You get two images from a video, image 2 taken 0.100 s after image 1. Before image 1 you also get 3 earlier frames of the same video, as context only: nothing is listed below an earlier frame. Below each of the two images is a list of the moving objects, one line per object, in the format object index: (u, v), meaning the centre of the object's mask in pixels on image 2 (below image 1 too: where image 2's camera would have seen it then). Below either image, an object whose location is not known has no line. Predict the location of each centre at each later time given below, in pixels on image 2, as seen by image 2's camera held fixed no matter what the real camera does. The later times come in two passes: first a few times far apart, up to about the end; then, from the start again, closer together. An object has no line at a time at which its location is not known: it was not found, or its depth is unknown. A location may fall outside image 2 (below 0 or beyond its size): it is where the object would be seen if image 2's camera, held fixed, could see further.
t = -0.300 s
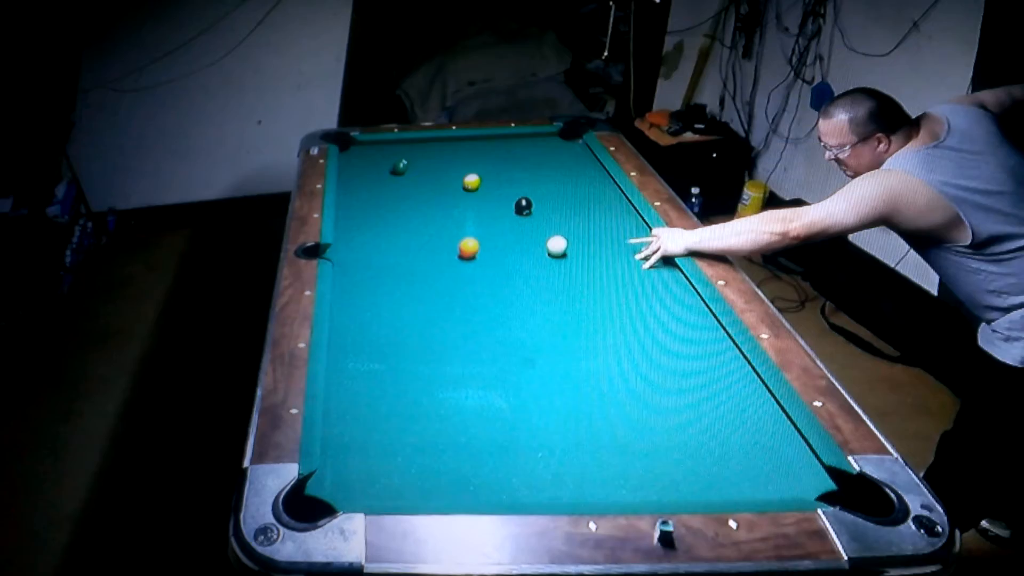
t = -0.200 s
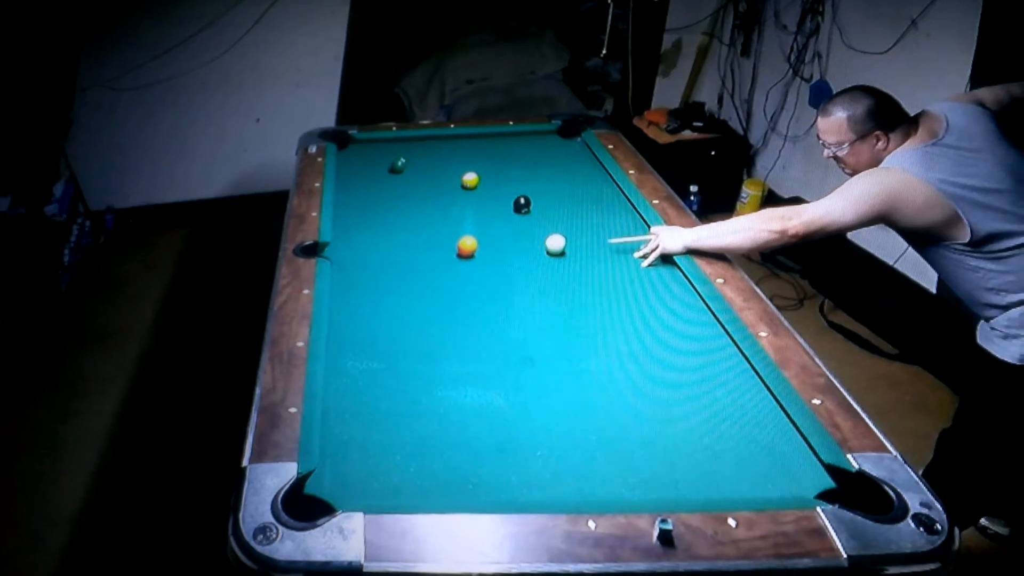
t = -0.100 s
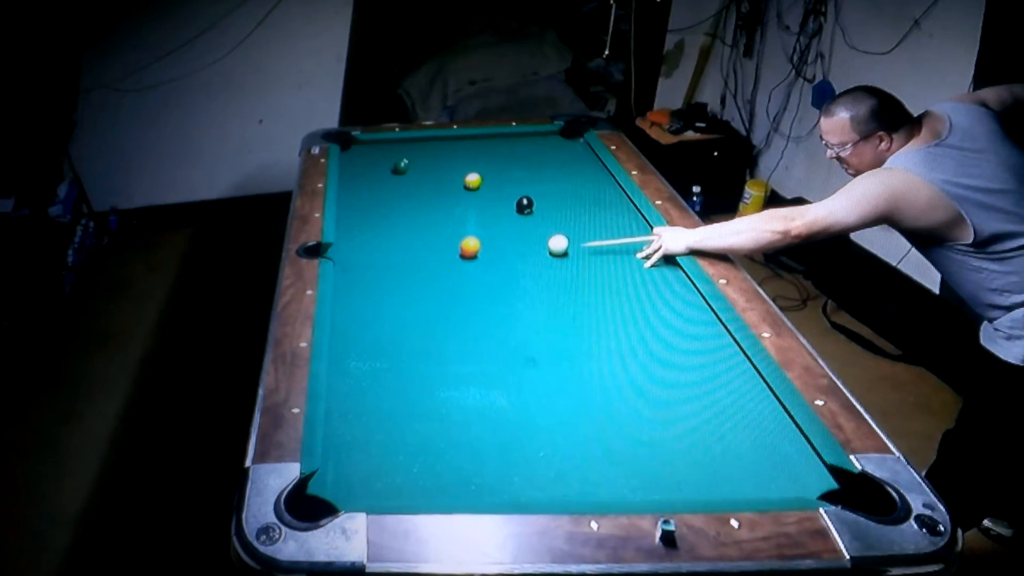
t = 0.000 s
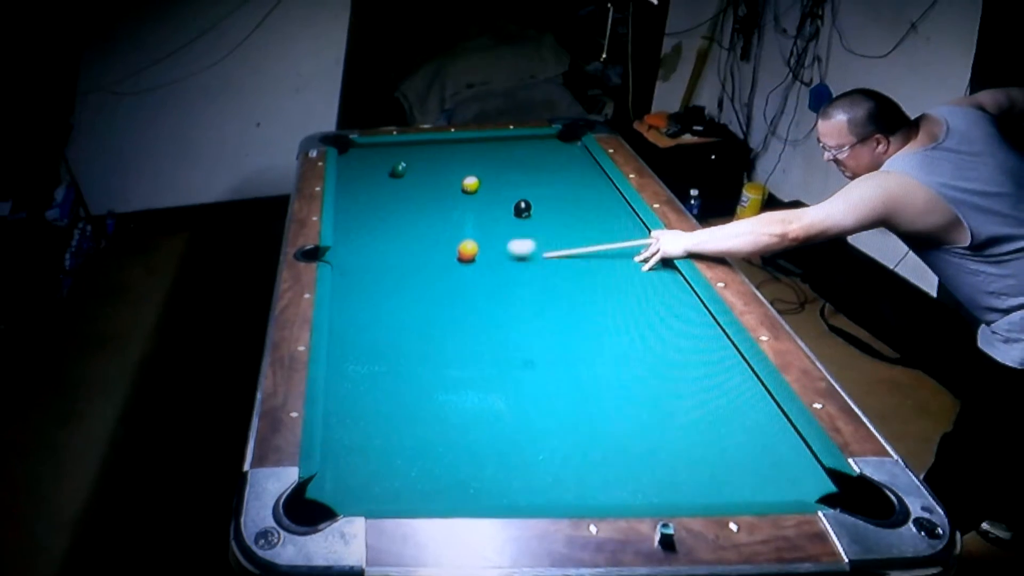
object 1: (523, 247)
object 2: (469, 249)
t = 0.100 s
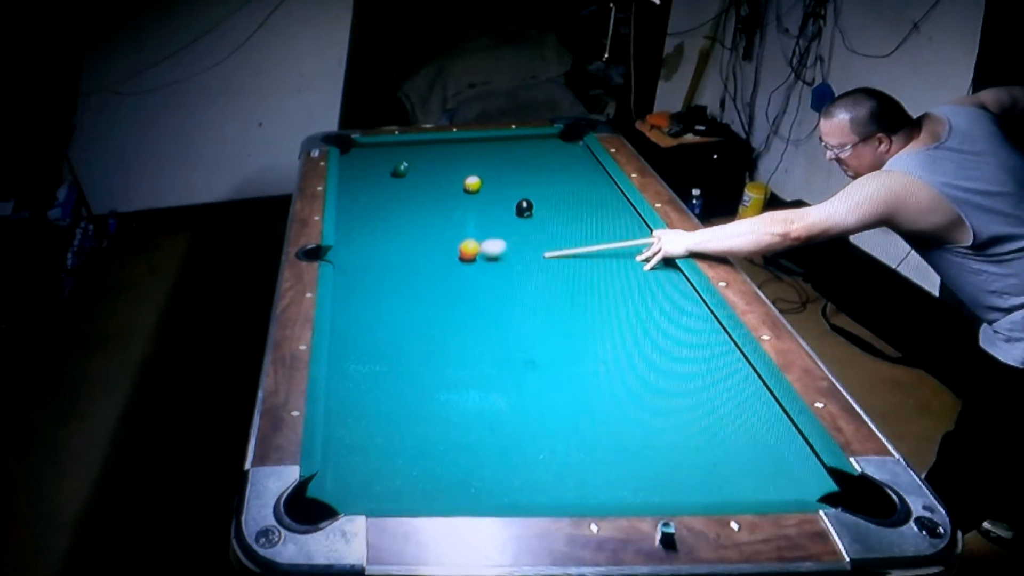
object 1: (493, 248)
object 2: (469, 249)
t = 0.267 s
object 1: (488, 248)
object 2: (432, 251)
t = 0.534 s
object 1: (488, 248)
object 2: (377, 254)
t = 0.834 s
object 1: (488, 248)
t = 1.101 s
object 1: (488, 247)
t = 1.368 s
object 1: (488, 248)
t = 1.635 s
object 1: (488, 248)
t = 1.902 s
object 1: (488, 248)
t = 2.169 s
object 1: (488, 247)
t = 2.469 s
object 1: (488, 247)
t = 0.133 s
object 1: (489, 249)
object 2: (461, 249)
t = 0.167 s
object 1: (489, 248)
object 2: (456, 249)
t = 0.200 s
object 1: (489, 248)
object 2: (446, 250)
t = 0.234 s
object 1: (489, 248)
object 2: (437, 250)
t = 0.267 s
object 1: (488, 248)
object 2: (432, 251)
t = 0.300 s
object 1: (488, 248)
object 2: (423, 251)
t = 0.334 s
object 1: (488, 248)
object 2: (420, 252)
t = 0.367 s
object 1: (488, 248)
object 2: (412, 252)
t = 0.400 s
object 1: (488, 248)
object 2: (406, 252)
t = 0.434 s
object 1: (488, 248)
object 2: (397, 253)
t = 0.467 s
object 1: (488, 248)
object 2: (389, 253)
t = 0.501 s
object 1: (488, 247)
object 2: (386, 253)
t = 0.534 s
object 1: (488, 248)
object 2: (377, 254)
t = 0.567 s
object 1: (488, 248)
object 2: (372, 255)
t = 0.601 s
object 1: (488, 248)
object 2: (364, 255)
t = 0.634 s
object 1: (488, 247)
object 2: (356, 255)
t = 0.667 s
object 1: (488, 247)
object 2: (354, 255)
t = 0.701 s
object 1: (488, 247)
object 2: (346, 256)
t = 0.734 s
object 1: (488, 248)
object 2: (339, 256)
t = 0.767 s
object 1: (488, 248)
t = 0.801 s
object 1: (488, 248)
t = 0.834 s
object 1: (488, 248)
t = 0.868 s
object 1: (488, 248)
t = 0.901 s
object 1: (488, 248)
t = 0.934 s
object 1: (488, 247)
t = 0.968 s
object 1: (488, 247)
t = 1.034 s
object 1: (488, 248)
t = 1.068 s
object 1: (488, 247)
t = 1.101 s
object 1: (488, 247)
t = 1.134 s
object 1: (488, 247)
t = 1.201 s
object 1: (488, 247)
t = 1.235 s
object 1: (488, 248)
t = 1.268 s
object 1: (488, 247)
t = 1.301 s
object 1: (488, 248)
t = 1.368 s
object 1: (488, 248)
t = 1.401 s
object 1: (488, 248)
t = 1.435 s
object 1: (488, 248)
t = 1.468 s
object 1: (488, 247)
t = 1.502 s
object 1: (488, 247)
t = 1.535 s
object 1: (488, 248)
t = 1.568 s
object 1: (488, 248)
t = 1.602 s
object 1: (488, 248)
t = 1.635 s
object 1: (488, 248)
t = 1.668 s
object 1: (488, 248)
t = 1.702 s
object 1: (488, 248)
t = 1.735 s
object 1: (488, 248)
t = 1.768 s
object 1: (488, 248)
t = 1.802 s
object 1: (488, 248)
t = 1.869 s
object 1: (488, 248)
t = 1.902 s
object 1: (488, 248)
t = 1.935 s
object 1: (488, 248)
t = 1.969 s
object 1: (488, 248)
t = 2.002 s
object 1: (488, 248)
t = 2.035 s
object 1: (488, 248)
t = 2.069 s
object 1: (488, 247)
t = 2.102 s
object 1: (488, 248)
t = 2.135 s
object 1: (488, 247)
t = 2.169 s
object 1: (488, 247)
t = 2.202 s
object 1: (488, 247)
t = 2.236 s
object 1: (488, 248)
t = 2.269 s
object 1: (488, 248)
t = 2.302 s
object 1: (488, 247)
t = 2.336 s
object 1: (488, 247)
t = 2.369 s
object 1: (488, 247)
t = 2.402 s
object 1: (488, 247)
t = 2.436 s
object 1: (488, 247)
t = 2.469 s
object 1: (488, 247)
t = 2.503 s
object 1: (488, 247)
